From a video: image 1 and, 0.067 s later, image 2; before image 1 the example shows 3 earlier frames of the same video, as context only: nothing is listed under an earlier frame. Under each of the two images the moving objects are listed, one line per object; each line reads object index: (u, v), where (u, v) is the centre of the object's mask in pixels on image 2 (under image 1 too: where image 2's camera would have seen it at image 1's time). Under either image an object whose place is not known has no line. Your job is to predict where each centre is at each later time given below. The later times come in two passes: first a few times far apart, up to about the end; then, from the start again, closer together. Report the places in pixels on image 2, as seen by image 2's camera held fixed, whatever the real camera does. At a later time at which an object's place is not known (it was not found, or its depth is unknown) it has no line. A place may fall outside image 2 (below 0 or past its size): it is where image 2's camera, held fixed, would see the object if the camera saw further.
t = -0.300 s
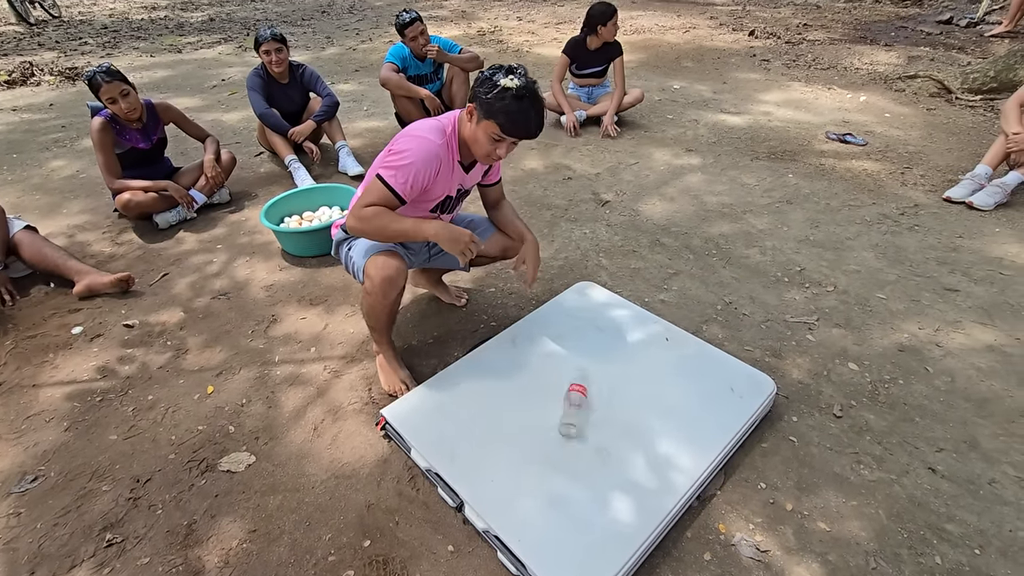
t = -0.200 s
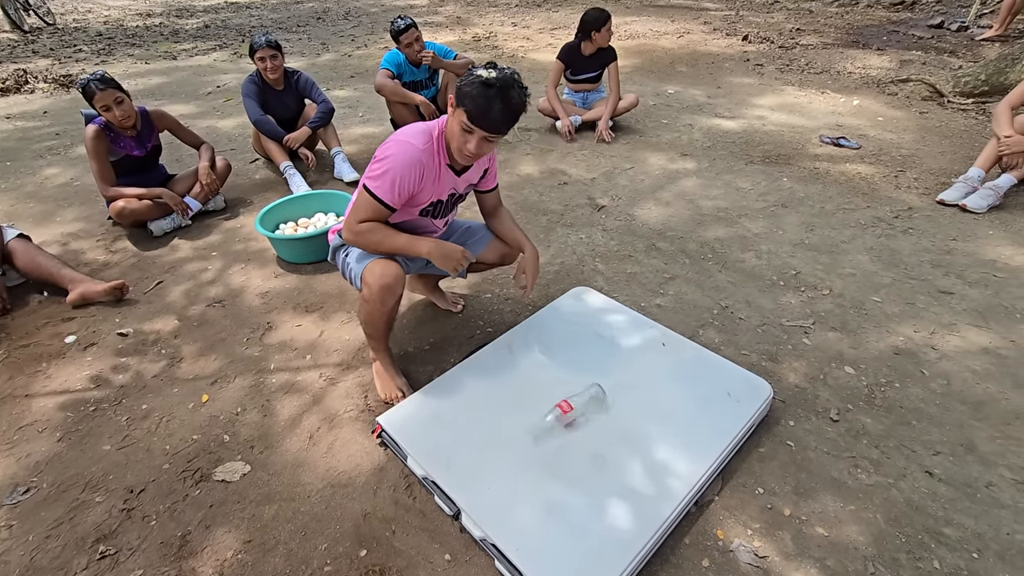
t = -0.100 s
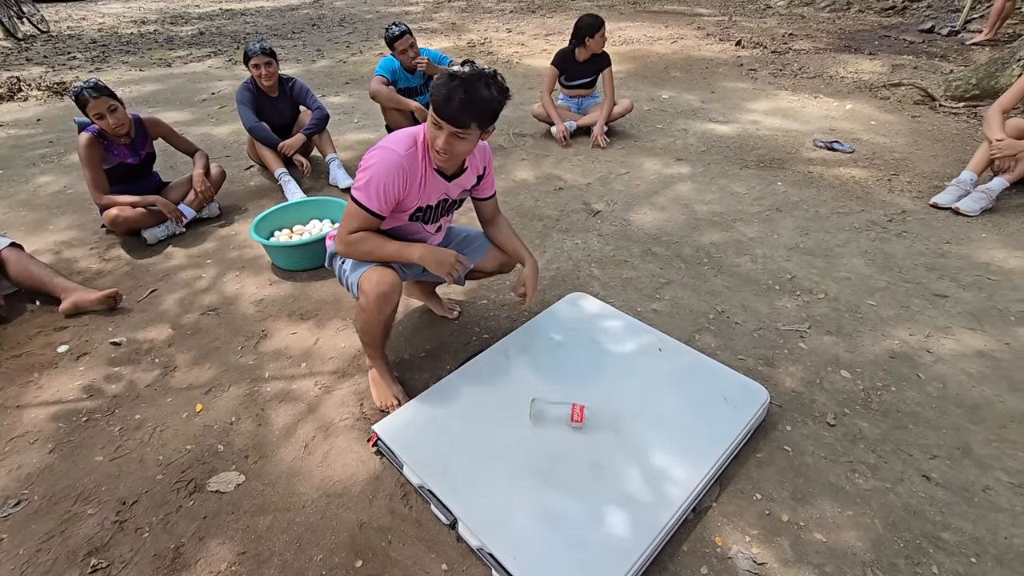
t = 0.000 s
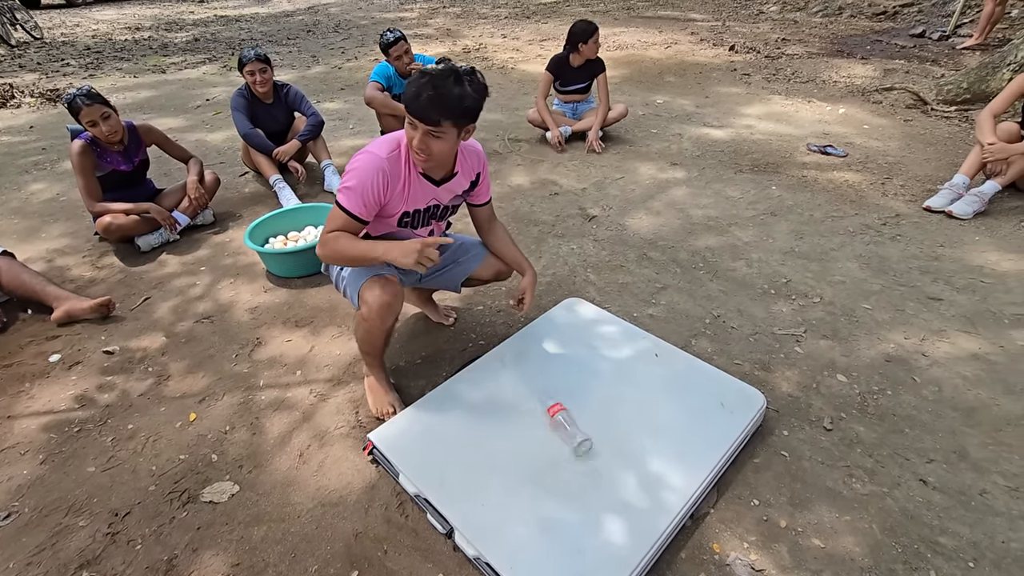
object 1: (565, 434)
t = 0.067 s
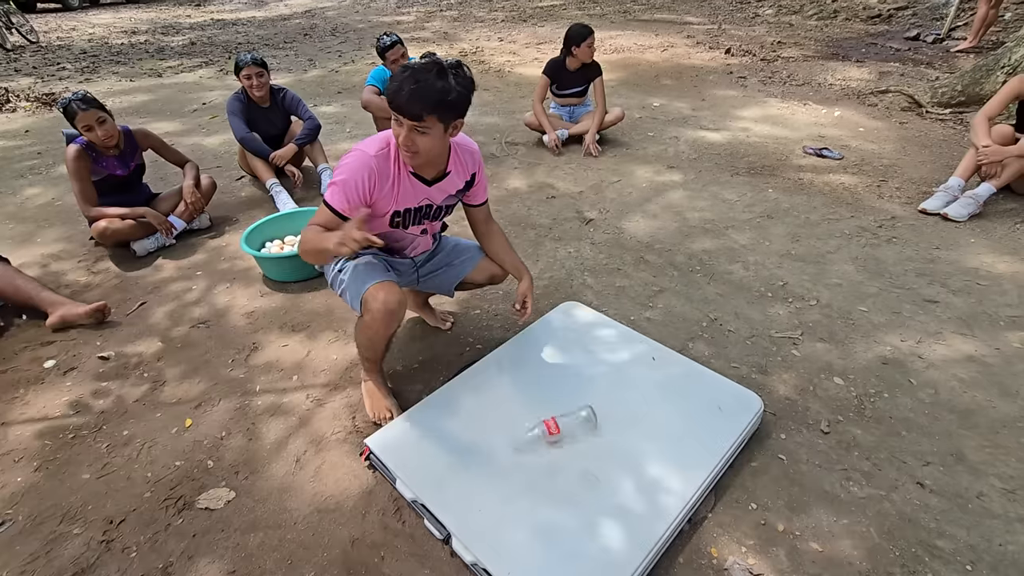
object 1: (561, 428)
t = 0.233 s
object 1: (550, 435)
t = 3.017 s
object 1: (574, 445)
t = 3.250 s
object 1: (578, 443)
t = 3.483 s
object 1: (580, 443)
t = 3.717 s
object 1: (577, 444)
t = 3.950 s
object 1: (578, 445)
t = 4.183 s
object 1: (580, 445)
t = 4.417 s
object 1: (579, 444)
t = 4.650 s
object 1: (578, 443)
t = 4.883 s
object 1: (580, 444)
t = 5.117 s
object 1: (580, 443)
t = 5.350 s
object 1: (582, 445)
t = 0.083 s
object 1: (561, 428)
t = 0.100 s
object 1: (560, 433)
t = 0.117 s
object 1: (561, 431)
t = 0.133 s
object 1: (559, 422)
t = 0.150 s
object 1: (556, 424)
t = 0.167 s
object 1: (561, 429)
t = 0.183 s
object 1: (554, 427)
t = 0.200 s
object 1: (553, 430)
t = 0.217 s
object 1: (550, 432)
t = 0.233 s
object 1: (550, 435)
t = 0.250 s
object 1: (555, 438)
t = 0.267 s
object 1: (558, 437)
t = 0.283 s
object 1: (562, 437)
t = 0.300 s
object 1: (565, 436)
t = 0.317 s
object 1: (571, 438)
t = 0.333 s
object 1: (562, 432)
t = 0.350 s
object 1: (560, 429)
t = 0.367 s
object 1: (560, 431)
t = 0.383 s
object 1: (559, 434)
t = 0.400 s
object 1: (561, 435)
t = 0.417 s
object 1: (563, 434)
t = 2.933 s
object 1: (574, 444)
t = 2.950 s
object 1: (575, 444)
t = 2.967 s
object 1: (574, 445)
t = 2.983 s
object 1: (574, 445)
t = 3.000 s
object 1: (574, 445)
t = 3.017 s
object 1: (574, 445)
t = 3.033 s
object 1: (574, 446)
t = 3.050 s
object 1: (575, 446)
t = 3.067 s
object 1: (575, 446)
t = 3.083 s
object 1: (575, 446)
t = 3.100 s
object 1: (576, 446)
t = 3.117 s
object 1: (576, 446)
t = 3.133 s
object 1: (577, 445)
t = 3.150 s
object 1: (577, 445)
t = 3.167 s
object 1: (577, 444)
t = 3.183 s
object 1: (577, 443)
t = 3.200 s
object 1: (577, 444)
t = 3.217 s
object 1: (578, 443)
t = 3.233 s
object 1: (577, 443)
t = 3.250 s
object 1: (578, 443)
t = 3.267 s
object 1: (578, 443)
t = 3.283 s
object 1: (578, 443)
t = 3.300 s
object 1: (579, 443)
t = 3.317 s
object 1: (579, 444)
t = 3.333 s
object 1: (580, 443)
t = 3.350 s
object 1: (580, 443)
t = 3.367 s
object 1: (580, 444)
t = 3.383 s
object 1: (580, 444)
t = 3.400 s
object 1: (580, 444)
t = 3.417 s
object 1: (581, 444)
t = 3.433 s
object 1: (580, 444)
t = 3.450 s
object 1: (581, 444)
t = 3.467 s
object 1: (580, 444)
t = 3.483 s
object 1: (580, 443)
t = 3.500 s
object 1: (580, 443)
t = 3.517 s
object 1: (579, 443)
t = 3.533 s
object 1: (579, 443)
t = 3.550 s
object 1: (579, 443)
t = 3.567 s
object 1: (579, 443)
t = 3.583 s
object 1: (578, 443)
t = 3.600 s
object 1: (578, 443)
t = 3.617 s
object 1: (578, 443)
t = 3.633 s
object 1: (578, 444)
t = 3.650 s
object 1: (578, 444)
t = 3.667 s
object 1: (578, 444)
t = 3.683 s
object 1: (578, 444)
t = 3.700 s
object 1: (577, 444)
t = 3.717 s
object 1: (577, 444)
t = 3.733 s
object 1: (577, 444)
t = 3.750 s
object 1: (577, 443)
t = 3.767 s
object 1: (577, 443)
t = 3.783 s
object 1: (577, 443)
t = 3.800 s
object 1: (577, 443)
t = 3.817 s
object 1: (577, 443)
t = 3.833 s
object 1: (577, 443)
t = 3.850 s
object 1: (577, 443)
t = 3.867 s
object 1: (577, 443)
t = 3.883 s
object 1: (577, 443)
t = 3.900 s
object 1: (577, 444)
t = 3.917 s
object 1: (577, 445)
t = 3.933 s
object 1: (577, 445)
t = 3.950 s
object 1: (578, 445)
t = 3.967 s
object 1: (577, 443)
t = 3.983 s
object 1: (577, 443)
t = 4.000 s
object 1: (577, 444)
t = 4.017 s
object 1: (578, 444)
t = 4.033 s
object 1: (578, 444)
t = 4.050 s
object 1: (578, 444)
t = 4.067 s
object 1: (578, 444)
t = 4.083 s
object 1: (579, 445)
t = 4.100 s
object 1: (579, 445)
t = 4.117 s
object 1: (578, 444)
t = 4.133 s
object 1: (579, 445)
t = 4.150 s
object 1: (579, 445)
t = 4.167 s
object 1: (579, 445)
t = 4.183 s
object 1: (580, 445)
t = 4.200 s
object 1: (580, 445)
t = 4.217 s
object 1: (579, 444)
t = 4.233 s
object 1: (580, 444)
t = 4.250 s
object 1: (580, 444)
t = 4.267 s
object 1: (580, 444)
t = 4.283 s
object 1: (580, 444)
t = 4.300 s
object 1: (580, 444)
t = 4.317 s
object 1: (580, 443)
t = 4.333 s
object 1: (580, 444)
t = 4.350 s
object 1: (580, 444)
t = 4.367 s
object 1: (580, 444)
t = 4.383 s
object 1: (580, 444)
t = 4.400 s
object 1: (580, 443)
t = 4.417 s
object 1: (579, 444)
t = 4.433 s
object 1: (579, 443)
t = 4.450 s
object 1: (579, 444)
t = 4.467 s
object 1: (579, 443)
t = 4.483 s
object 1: (579, 443)
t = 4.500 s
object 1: (578, 443)
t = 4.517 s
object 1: (578, 443)
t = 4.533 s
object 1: (578, 443)
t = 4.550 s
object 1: (578, 443)
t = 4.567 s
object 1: (578, 443)
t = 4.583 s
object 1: (578, 443)
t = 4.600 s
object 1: (578, 443)
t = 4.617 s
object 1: (578, 443)
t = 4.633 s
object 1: (579, 444)
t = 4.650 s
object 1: (578, 443)
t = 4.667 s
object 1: (578, 443)
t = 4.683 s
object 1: (578, 443)
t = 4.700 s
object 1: (579, 443)
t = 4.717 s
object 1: (579, 444)
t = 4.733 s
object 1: (580, 444)
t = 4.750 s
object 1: (580, 444)
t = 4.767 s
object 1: (580, 443)
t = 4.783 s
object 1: (580, 443)
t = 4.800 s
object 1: (580, 443)
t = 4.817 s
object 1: (580, 443)
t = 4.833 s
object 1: (580, 443)
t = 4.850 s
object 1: (580, 443)
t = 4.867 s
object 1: (580, 444)
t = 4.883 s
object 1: (580, 444)
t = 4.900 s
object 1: (580, 444)
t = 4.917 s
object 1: (581, 445)
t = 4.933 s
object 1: (581, 445)
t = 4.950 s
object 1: (580, 443)
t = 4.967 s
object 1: (580, 443)
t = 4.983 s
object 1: (580, 444)
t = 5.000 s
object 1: (580, 444)
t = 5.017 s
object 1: (580, 443)
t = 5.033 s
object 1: (580, 443)
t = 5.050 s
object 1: (580, 444)
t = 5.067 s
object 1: (580, 443)
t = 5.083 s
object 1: (580, 444)
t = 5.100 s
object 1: (580, 443)
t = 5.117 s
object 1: (580, 443)
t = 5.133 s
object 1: (581, 445)
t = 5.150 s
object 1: (580, 443)
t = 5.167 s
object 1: (581, 444)
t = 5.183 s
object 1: (582, 444)
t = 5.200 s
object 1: (581, 443)
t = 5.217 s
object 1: (582, 444)
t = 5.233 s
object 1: (582, 444)
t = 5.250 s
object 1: (582, 445)
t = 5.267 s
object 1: (583, 445)
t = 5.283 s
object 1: (583, 445)
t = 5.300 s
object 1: (582, 445)
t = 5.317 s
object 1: (582, 445)
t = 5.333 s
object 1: (582, 445)
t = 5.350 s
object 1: (582, 445)
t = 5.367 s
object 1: (582, 445)
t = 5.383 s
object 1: (582, 445)
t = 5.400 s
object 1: (582, 445)
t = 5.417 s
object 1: (582, 445)
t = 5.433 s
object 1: (582, 445)
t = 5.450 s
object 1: (582, 445)
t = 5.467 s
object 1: (582, 446)
